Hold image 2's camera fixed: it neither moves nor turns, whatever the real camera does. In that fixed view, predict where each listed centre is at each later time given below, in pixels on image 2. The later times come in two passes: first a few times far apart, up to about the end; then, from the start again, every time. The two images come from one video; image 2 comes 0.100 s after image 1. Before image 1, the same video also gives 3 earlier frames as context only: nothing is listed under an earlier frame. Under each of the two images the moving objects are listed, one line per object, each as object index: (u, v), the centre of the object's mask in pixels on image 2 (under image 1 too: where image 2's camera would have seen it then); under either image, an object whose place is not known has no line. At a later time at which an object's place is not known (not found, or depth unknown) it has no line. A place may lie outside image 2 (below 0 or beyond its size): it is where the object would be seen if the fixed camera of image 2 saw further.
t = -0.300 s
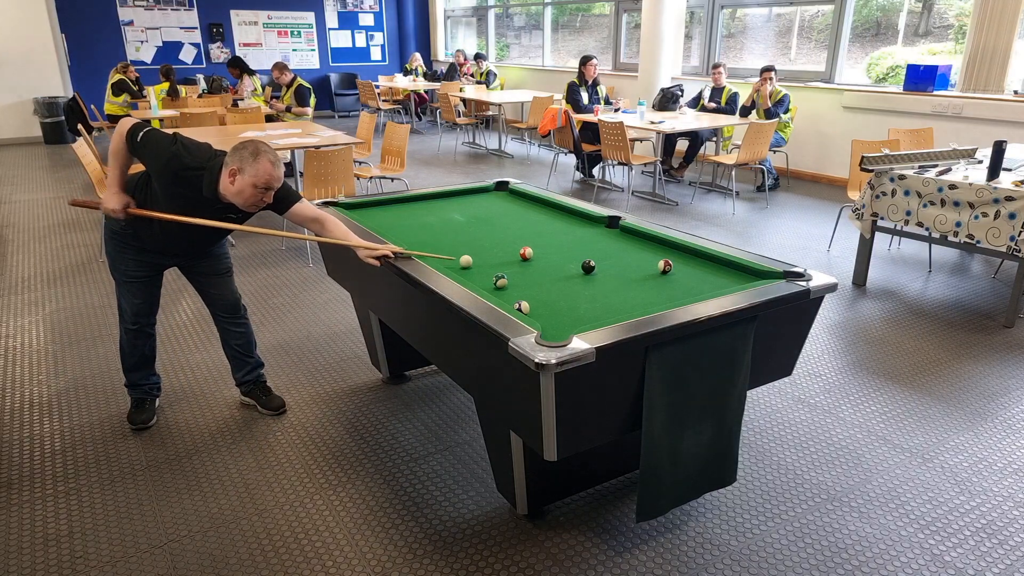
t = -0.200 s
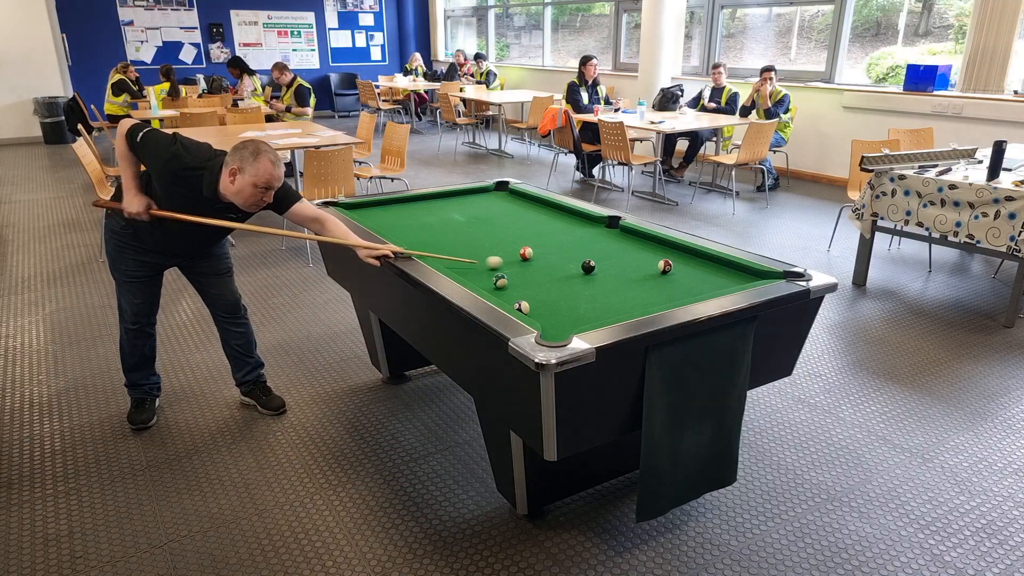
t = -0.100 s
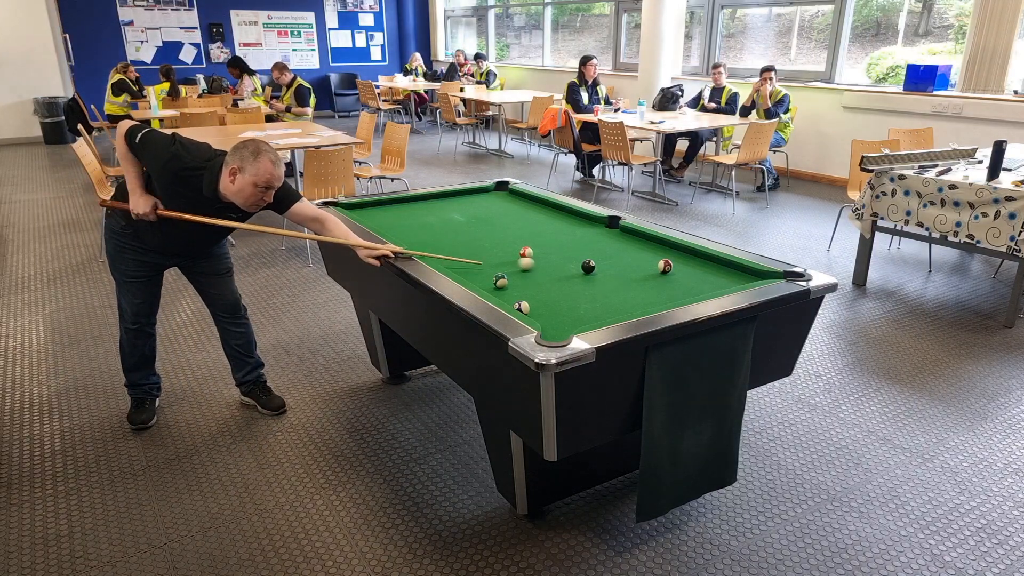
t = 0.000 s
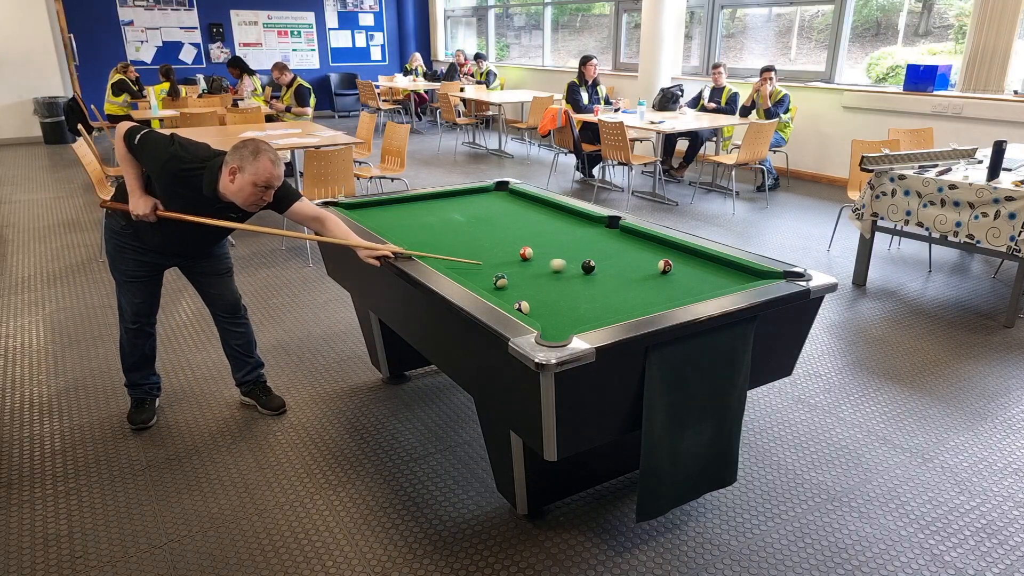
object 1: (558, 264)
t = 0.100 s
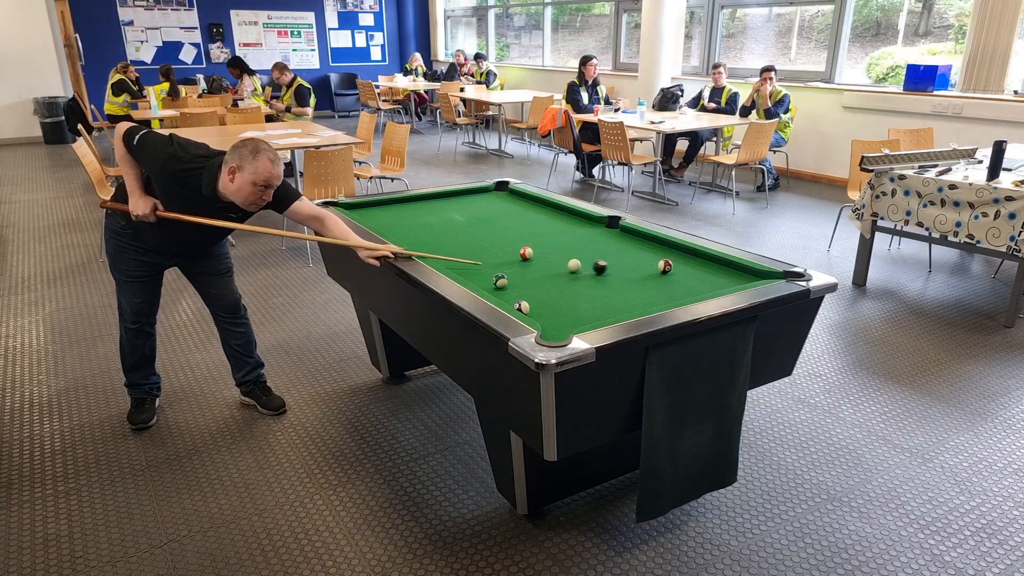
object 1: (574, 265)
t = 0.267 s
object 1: (579, 265)
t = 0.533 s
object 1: (587, 264)
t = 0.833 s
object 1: (594, 264)
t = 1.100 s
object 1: (598, 263)
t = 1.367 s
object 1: (600, 263)
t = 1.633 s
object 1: (601, 263)
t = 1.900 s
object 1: (601, 263)
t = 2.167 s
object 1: (601, 263)
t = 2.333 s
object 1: (601, 263)
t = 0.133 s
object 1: (575, 265)
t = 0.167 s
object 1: (576, 265)
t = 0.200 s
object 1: (577, 265)
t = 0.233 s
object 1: (578, 265)
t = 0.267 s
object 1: (579, 265)
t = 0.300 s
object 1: (580, 265)
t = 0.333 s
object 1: (581, 265)
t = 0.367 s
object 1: (582, 265)
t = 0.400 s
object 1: (583, 265)
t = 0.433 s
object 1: (584, 264)
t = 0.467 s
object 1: (585, 264)
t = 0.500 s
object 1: (586, 264)
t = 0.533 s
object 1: (587, 264)
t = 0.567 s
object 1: (588, 264)
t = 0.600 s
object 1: (588, 264)
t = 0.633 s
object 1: (589, 264)
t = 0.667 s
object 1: (590, 264)
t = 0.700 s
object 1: (591, 264)
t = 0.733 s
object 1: (592, 264)
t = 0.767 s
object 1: (592, 264)
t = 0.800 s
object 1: (593, 264)
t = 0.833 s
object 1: (594, 264)
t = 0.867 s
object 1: (594, 264)
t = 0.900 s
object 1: (595, 264)
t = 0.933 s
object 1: (595, 264)
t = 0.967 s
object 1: (596, 264)
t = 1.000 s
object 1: (596, 263)
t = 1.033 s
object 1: (597, 263)
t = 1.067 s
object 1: (597, 263)
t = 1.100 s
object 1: (598, 263)
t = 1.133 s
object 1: (598, 263)
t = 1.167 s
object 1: (598, 263)
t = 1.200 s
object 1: (599, 263)
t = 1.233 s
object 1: (599, 263)
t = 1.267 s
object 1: (599, 263)
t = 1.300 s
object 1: (600, 263)
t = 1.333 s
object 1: (600, 263)
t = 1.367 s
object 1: (600, 263)
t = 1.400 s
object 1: (600, 263)
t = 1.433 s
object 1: (601, 263)
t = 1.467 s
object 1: (601, 263)
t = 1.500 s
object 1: (601, 263)
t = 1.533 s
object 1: (601, 263)
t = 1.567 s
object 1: (601, 263)
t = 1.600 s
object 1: (601, 263)
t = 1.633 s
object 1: (601, 263)
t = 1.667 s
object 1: (601, 263)
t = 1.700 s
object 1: (601, 263)
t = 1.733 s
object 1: (601, 263)
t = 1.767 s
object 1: (601, 263)
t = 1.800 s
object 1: (601, 263)
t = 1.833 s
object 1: (601, 263)
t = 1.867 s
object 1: (601, 263)
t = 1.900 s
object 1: (601, 263)
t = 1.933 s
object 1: (601, 263)
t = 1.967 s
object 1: (601, 263)
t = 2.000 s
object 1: (601, 263)
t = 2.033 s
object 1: (601, 263)
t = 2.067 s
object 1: (601, 263)
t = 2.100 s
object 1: (601, 263)
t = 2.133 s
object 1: (601, 263)
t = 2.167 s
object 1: (601, 263)
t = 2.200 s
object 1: (601, 263)
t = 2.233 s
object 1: (601, 263)
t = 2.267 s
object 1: (601, 263)
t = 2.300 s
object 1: (601, 263)
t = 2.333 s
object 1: (601, 263)
